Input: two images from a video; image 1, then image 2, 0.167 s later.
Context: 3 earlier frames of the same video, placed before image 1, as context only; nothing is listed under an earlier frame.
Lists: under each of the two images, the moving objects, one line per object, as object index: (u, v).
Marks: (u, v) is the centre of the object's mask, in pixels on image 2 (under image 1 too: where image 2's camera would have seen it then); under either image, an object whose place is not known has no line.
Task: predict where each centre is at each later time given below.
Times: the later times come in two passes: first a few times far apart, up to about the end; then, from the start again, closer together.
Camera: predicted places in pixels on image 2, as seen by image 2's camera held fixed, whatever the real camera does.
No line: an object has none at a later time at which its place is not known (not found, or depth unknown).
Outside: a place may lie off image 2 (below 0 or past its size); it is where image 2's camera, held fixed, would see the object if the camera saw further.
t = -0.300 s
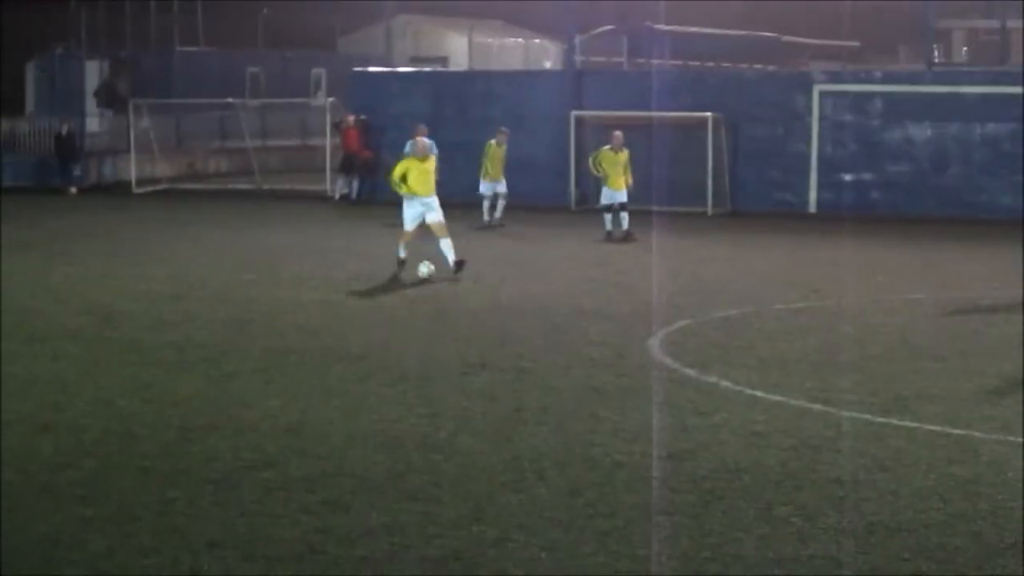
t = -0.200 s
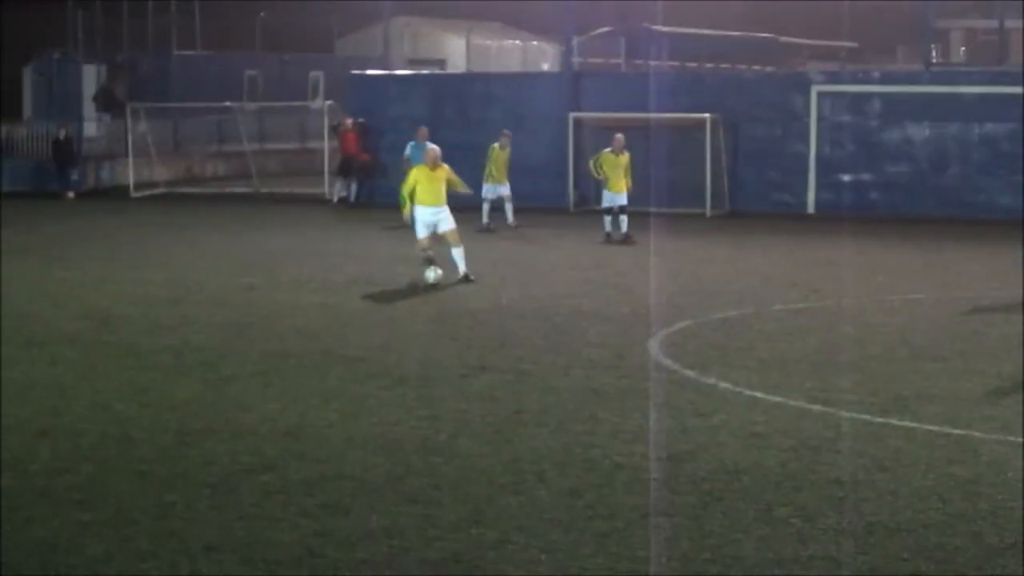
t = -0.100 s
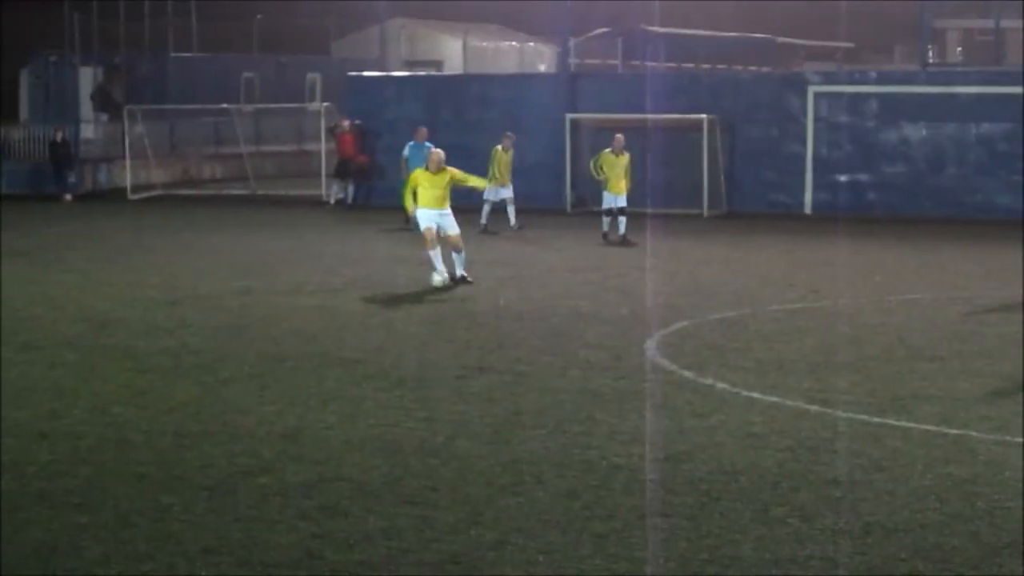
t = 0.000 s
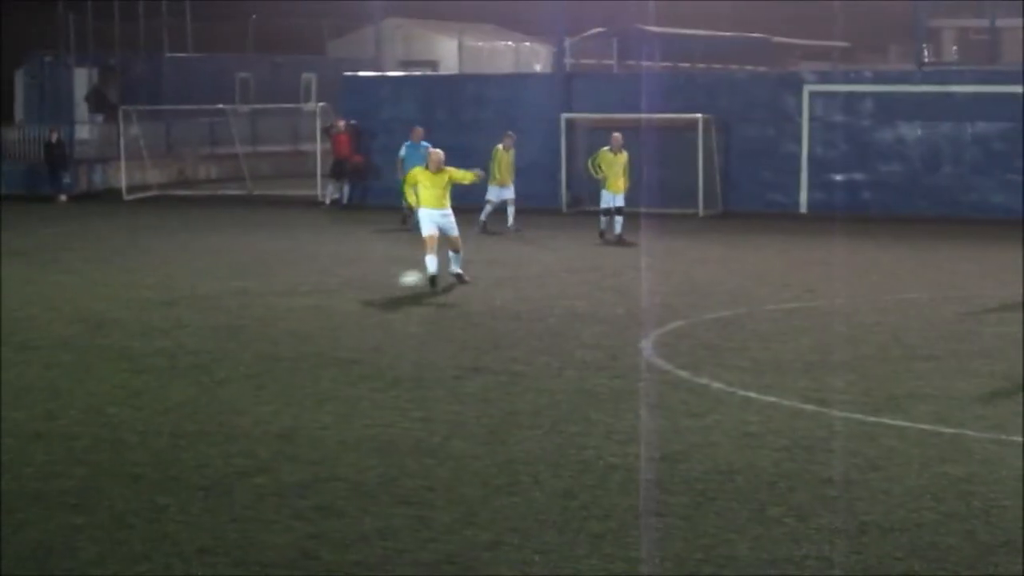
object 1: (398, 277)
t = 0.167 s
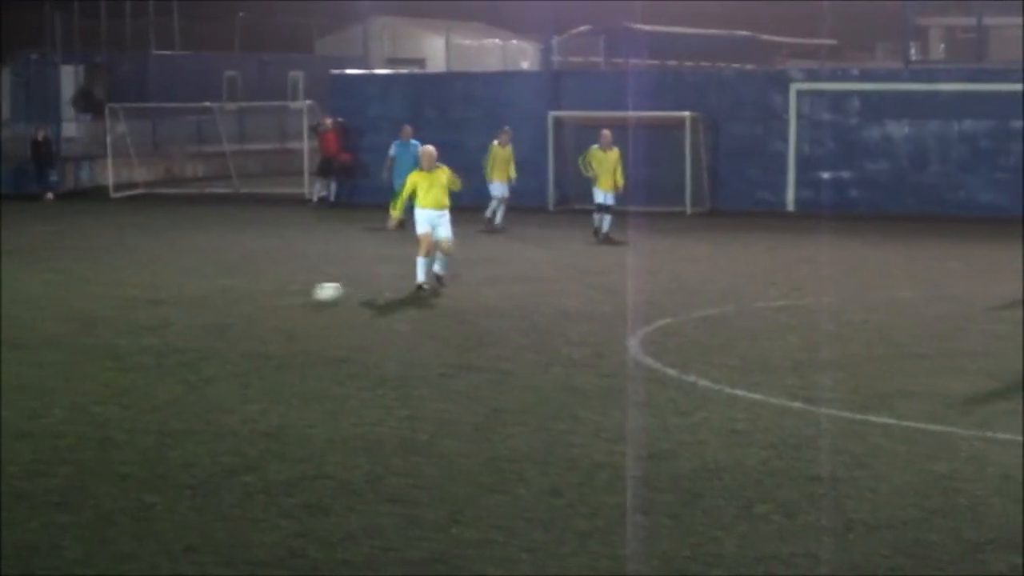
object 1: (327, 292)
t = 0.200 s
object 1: (313, 292)
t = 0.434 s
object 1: (205, 307)
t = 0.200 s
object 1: (313, 292)
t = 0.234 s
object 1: (298, 292)
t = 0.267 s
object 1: (282, 295)
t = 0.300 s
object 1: (266, 298)
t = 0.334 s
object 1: (249, 303)
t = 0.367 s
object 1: (234, 308)
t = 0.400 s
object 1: (220, 308)
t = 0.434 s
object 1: (205, 307)
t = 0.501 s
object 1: (177, 311)
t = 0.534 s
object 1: (163, 315)
